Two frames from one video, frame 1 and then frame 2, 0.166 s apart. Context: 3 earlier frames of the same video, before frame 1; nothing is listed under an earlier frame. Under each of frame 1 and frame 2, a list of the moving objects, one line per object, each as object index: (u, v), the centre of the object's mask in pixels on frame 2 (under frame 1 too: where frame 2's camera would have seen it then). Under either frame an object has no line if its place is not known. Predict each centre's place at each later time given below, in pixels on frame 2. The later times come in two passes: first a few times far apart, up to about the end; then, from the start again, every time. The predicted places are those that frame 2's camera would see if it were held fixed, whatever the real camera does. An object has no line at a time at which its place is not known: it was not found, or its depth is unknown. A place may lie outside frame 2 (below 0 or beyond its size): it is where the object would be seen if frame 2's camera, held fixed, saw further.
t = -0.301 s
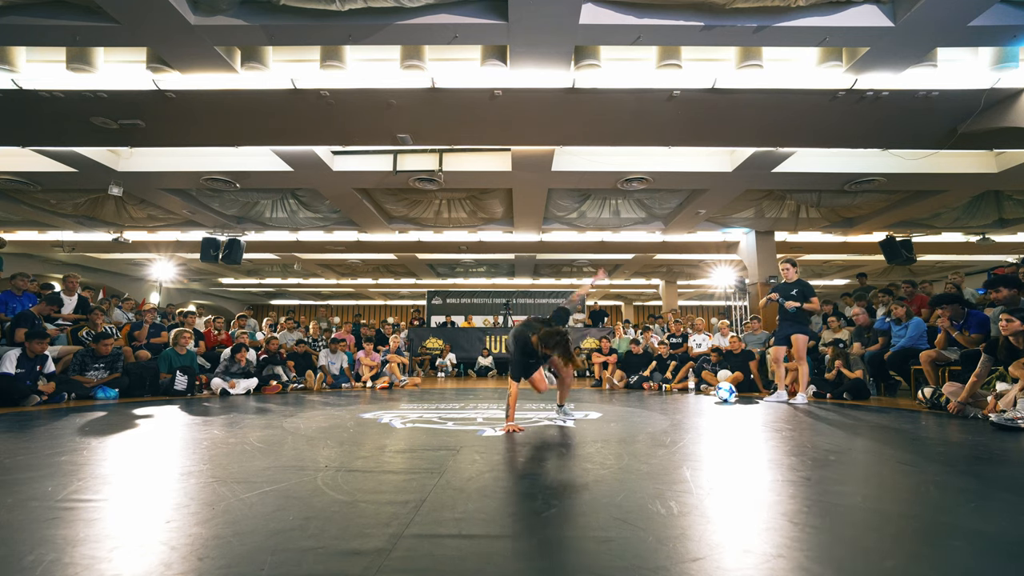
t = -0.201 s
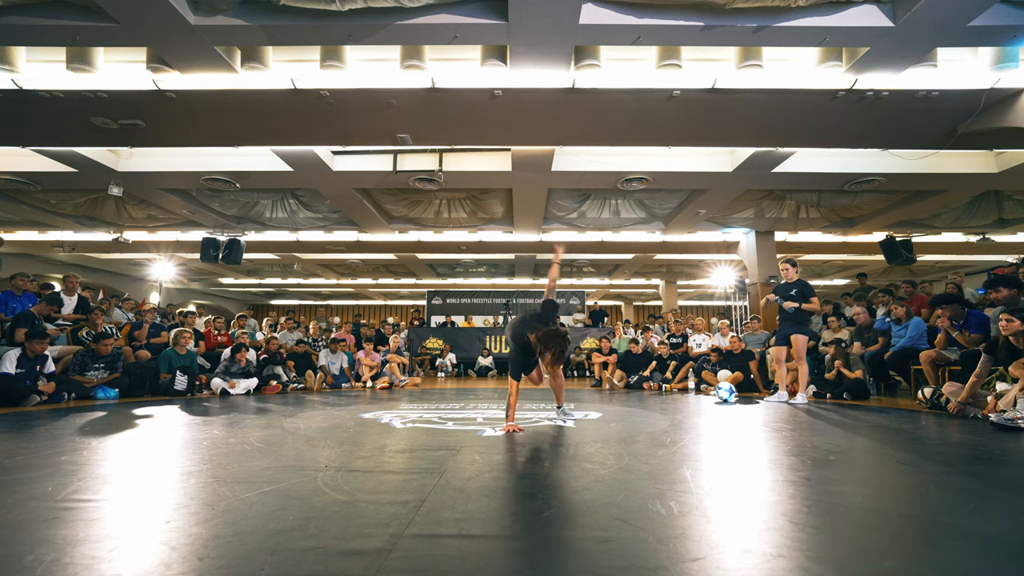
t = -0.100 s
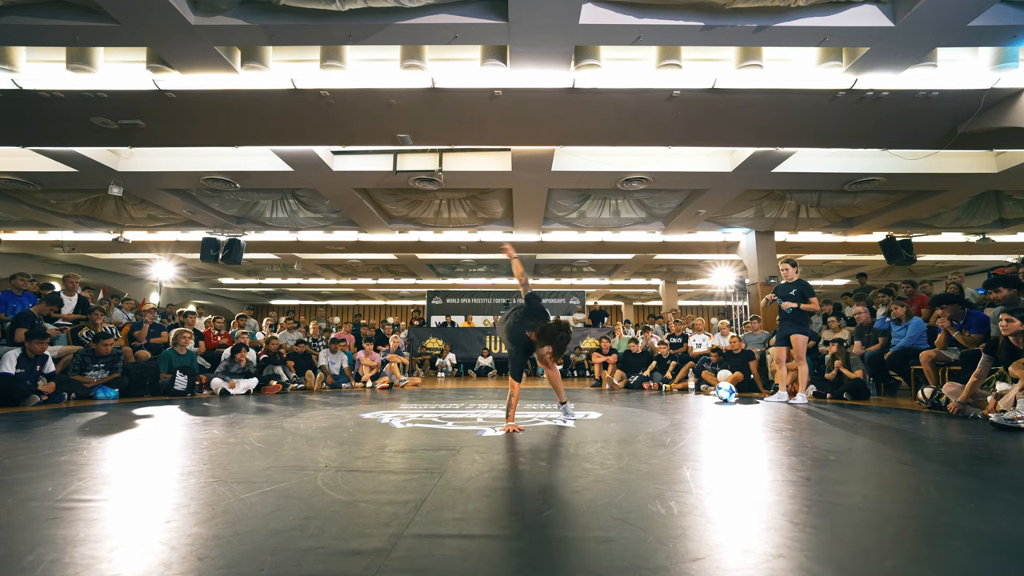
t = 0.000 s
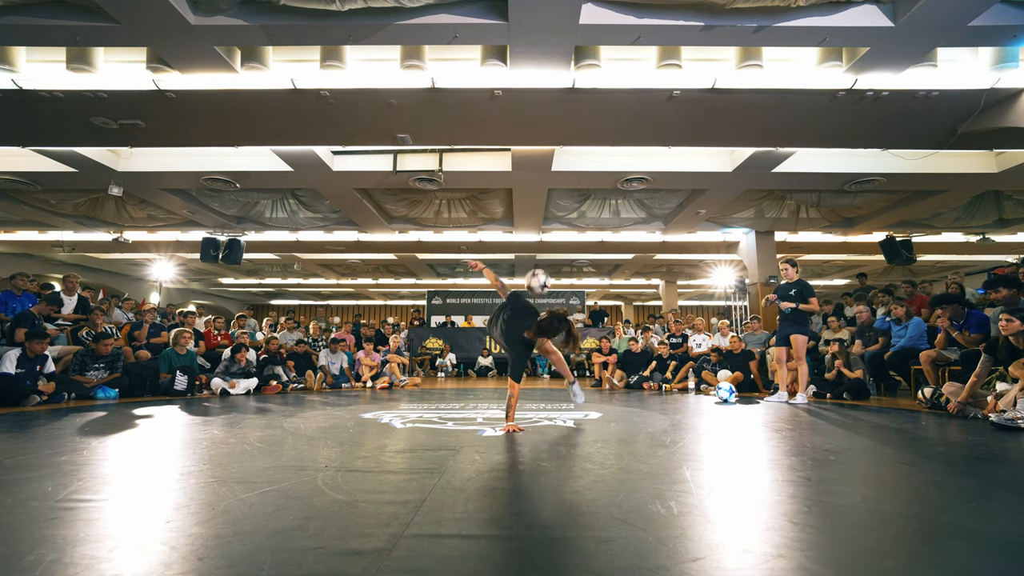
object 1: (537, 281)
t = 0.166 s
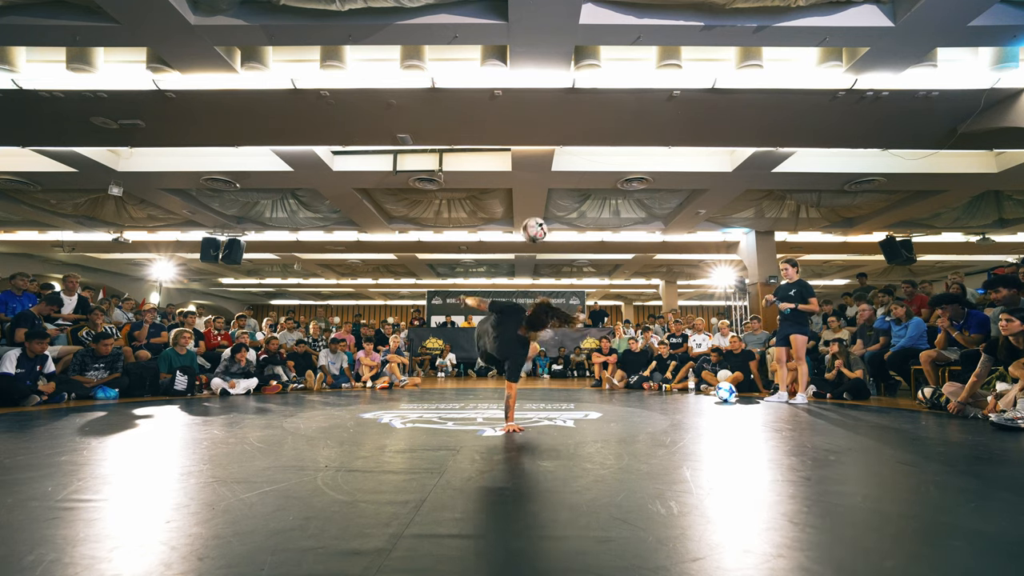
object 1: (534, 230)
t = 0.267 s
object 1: (532, 213)
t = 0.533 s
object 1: (526, 224)
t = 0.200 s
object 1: (533, 223)
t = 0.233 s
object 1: (533, 218)
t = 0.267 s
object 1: (532, 213)
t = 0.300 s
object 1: (531, 210)
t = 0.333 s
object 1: (531, 208)
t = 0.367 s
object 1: (530, 208)
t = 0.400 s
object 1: (529, 208)
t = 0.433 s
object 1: (528, 210)
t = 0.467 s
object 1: (528, 213)
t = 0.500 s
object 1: (527, 218)
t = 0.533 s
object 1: (526, 224)
